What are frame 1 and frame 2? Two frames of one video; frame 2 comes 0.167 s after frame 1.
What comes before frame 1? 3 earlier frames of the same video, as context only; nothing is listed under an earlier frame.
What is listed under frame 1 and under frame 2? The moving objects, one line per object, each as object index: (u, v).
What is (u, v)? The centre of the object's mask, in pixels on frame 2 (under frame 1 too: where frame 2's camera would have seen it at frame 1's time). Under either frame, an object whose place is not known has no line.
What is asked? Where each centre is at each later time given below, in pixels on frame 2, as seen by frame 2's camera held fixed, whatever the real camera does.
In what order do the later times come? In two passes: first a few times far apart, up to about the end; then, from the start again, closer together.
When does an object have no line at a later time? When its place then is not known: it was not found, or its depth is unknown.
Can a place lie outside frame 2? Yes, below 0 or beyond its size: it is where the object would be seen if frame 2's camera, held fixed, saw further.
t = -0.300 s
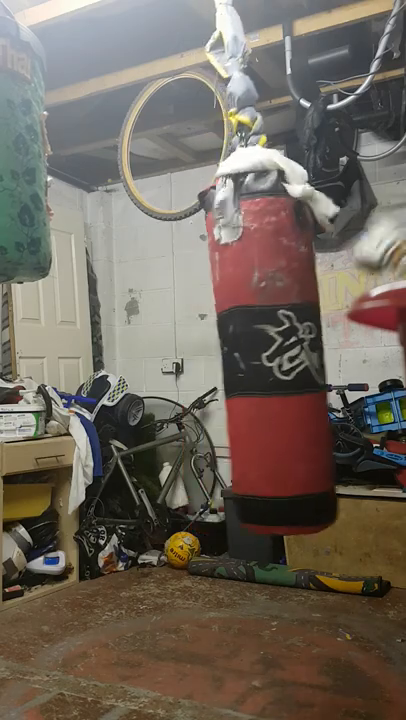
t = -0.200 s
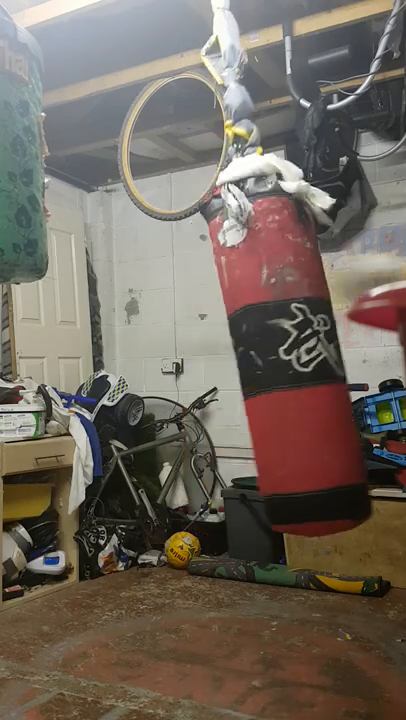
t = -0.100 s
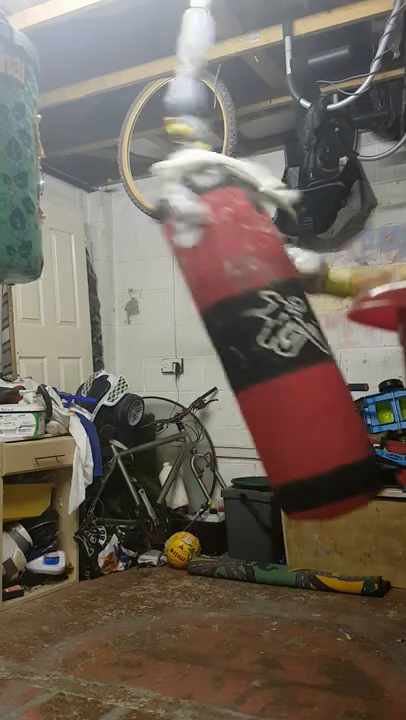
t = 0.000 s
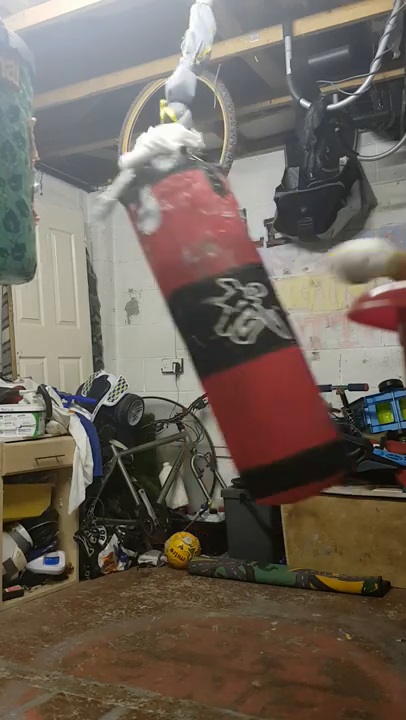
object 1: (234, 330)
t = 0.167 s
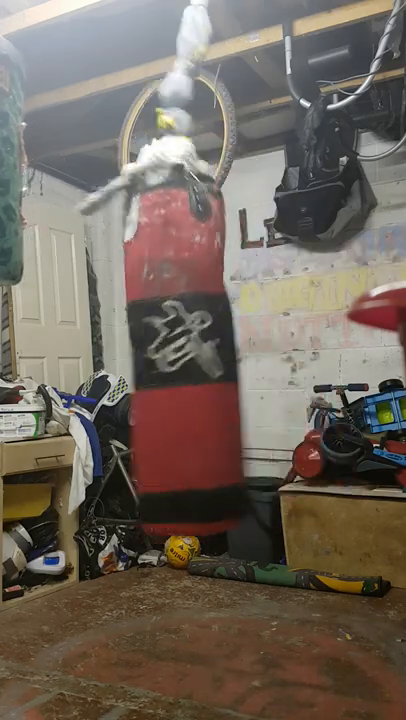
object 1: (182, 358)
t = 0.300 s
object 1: (151, 351)
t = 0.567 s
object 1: (108, 362)
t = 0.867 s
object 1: (128, 357)
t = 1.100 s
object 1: (179, 349)
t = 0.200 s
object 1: (173, 366)
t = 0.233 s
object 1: (165, 366)
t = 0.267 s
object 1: (158, 359)
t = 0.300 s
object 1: (151, 351)
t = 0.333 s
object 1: (145, 347)
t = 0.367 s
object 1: (138, 345)
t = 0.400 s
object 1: (132, 346)
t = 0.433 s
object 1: (127, 346)
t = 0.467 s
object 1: (121, 349)
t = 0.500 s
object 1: (116, 354)
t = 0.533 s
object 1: (112, 358)
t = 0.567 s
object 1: (108, 362)
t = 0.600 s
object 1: (106, 360)
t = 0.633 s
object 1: (106, 357)
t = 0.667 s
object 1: (106, 355)
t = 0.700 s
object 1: (109, 353)
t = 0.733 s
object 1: (111, 353)
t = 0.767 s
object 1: (115, 354)
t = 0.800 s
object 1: (119, 355)
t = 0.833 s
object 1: (123, 354)
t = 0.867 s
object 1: (128, 357)
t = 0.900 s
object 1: (134, 359)
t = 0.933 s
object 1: (141, 359)
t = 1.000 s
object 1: (157, 352)
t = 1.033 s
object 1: (165, 350)
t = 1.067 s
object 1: (172, 350)
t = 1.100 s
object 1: (179, 349)
